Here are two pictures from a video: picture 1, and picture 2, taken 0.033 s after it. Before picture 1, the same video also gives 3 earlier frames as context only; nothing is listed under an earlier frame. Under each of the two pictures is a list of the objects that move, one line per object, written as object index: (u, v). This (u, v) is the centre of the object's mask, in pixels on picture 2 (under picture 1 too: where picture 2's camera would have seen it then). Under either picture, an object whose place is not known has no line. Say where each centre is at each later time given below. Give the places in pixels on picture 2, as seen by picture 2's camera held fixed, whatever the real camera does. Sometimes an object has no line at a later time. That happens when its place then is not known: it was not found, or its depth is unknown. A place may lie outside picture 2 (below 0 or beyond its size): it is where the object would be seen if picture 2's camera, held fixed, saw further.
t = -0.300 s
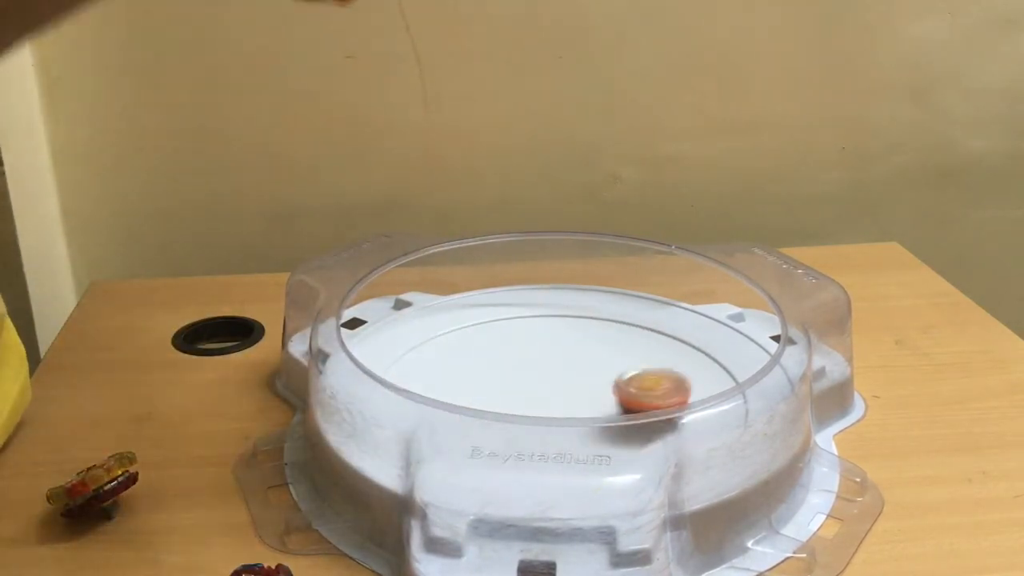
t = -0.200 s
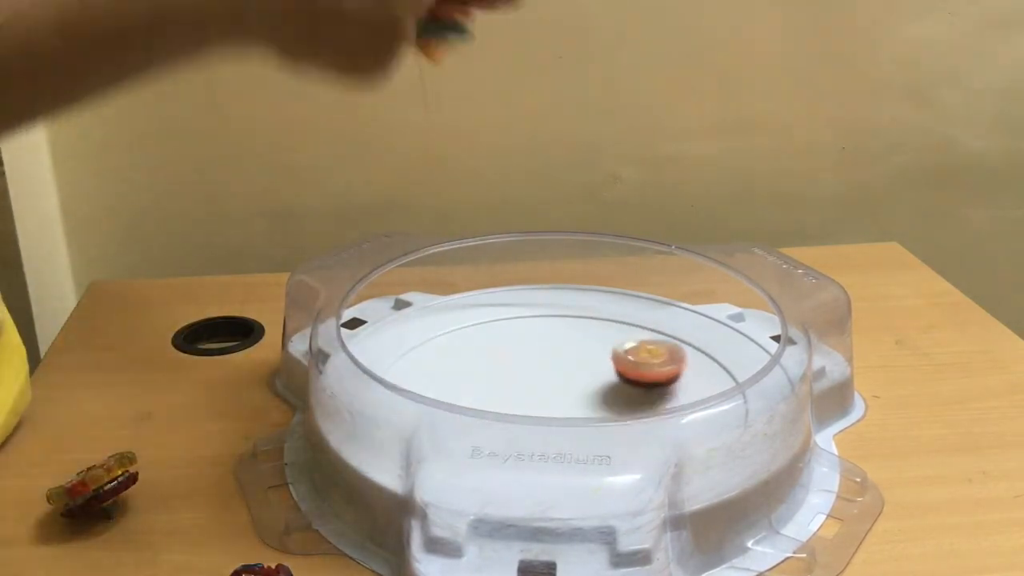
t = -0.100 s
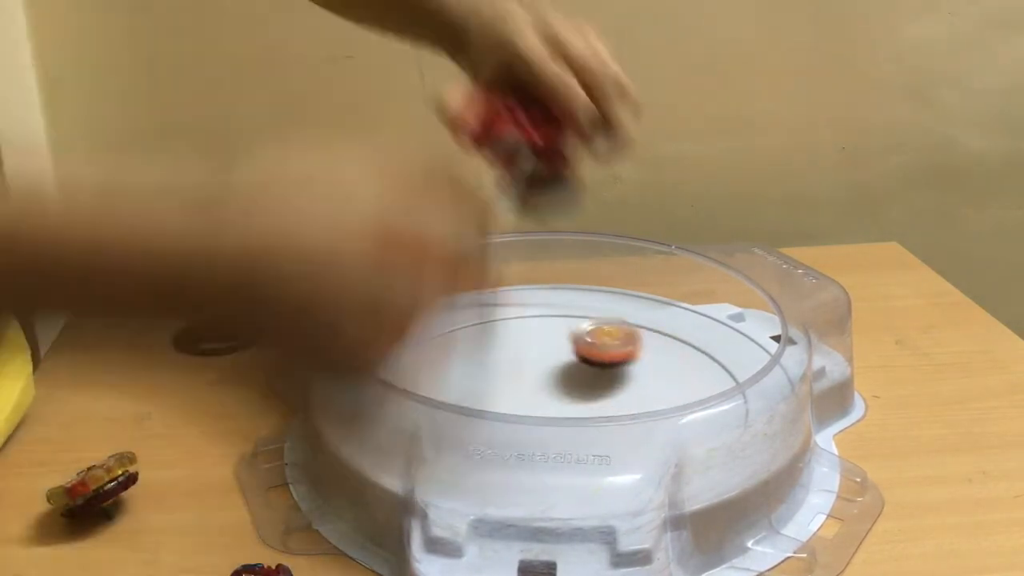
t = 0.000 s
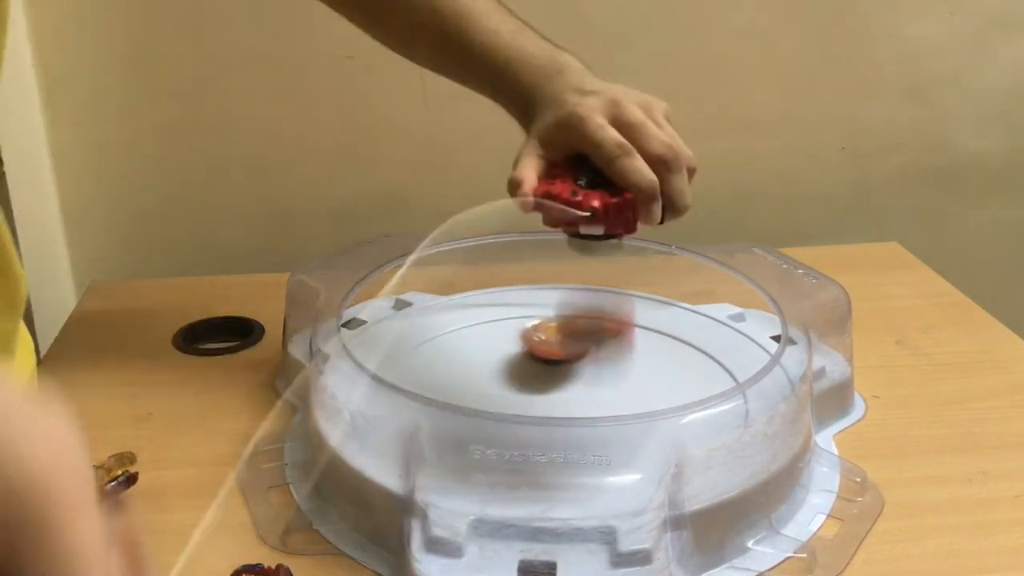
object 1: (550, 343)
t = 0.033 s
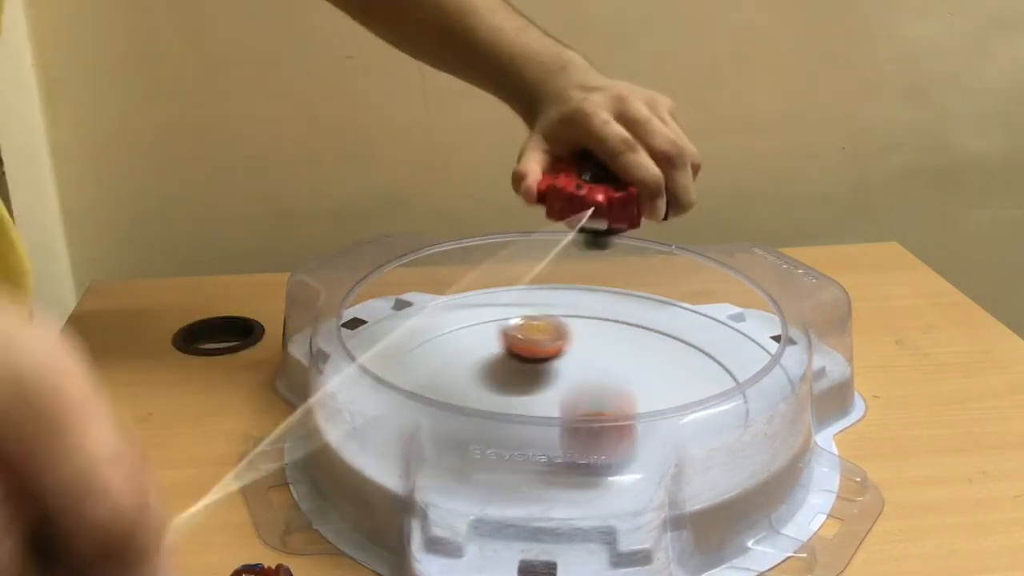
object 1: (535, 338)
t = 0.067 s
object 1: (518, 343)
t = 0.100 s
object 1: (499, 347)
